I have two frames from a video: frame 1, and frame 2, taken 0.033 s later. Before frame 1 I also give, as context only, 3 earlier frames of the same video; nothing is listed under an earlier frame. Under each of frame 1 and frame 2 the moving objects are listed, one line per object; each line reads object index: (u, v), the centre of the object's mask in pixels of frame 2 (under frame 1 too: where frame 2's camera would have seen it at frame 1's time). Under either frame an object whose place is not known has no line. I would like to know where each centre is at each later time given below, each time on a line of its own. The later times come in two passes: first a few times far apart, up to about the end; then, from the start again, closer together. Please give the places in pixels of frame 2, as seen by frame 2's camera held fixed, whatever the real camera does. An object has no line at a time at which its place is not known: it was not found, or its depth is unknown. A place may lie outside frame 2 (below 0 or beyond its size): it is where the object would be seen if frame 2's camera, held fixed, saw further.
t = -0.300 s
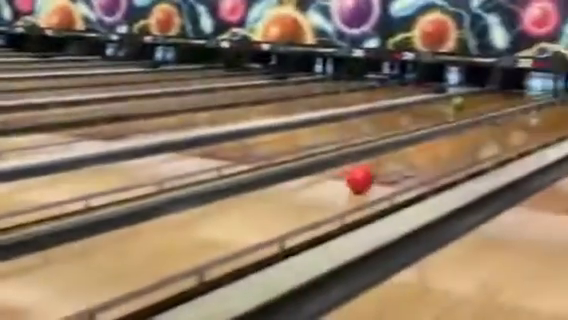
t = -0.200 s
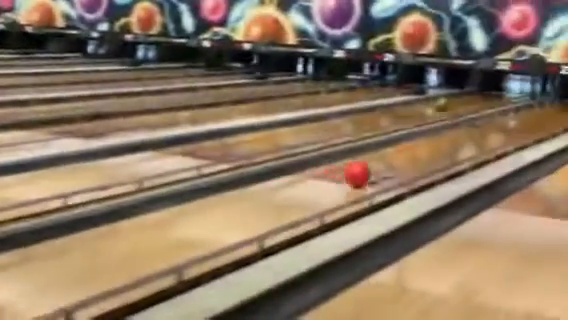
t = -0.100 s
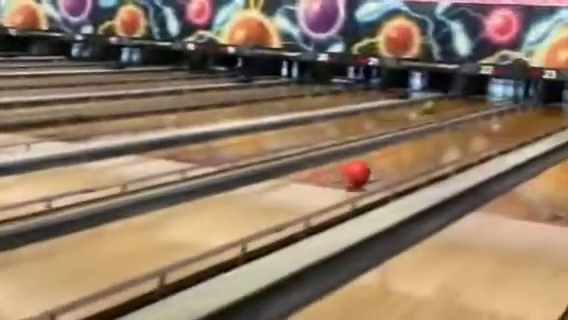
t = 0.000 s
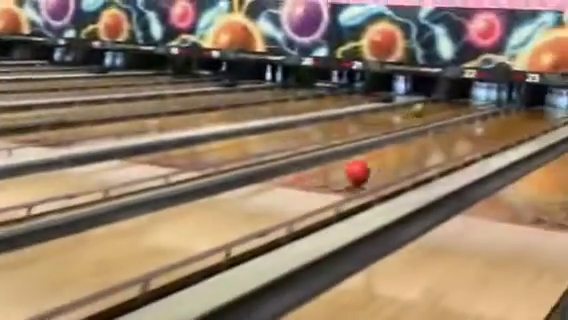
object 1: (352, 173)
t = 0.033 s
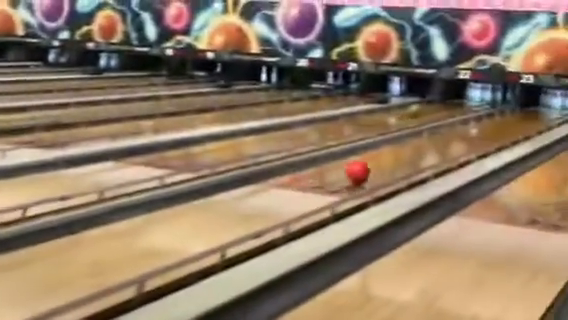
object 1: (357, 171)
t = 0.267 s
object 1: (388, 163)
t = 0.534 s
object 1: (417, 155)
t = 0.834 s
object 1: (446, 148)
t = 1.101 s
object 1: (467, 141)
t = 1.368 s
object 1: (484, 134)
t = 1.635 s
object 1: (501, 131)
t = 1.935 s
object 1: (519, 124)
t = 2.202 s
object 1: (535, 120)
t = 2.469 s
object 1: (544, 118)
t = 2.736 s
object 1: (551, 115)
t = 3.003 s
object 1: (560, 112)
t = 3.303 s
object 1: (566, 110)
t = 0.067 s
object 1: (361, 171)
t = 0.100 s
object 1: (366, 169)
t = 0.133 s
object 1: (370, 169)
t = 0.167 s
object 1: (375, 166)
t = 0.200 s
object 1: (379, 165)
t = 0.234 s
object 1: (383, 164)
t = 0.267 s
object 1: (388, 163)
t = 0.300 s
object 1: (392, 163)
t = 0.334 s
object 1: (395, 162)
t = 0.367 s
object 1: (400, 160)
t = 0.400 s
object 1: (403, 159)
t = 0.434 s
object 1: (407, 159)
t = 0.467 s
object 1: (410, 157)
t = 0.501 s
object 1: (414, 155)
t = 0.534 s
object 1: (417, 155)
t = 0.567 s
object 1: (420, 154)
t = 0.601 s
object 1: (424, 153)
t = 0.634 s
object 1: (426, 152)
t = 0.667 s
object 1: (430, 150)
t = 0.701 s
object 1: (434, 150)
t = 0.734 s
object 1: (437, 149)
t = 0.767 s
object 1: (440, 149)
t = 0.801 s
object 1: (442, 149)
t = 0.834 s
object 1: (446, 148)
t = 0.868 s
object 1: (450, 146)
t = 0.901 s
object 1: (452, 145)
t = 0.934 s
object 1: (453, 144)
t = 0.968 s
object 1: (456, 143)
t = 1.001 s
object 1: (460, 142)
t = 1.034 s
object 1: (462, 142)
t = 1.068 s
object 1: (464, 141)
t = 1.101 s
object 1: (467, 141)
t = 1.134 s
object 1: (469, 140)
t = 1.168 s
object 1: (472, 139)
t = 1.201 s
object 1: (474, 139)
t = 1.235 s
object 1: (477, 137)
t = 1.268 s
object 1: (478, 137)
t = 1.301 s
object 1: (479, 136)
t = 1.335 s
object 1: (480, 135)
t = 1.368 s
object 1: (484, 134)
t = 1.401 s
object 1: (489, 133)
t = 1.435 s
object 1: (491, 134)
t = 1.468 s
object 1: (493, 133)
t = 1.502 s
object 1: (494, 133)
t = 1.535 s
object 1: (495, 133)
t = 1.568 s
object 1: (496, 132)
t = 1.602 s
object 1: (498, 132)
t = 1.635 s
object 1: (501, 131)
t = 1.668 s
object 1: (505, 130)
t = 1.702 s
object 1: (506, 130)
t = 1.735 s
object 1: (507, 128)
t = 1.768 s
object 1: (507, 129)
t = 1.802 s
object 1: (512, 127)
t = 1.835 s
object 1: (514, 126)
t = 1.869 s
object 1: (514, 126)
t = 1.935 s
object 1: (519, 124)
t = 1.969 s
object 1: (519, 125)
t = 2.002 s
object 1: (521, 124)
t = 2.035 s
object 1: (521, 124)
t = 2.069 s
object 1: (527, 122)
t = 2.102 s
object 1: (528, 121)
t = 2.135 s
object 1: (532, 121)
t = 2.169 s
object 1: (531, 121)
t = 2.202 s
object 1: (535, 120)
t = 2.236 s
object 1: (535, 120)
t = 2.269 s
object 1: (535, 120)
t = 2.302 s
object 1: (537, 119)
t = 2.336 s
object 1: (538, 118)
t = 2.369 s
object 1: (539, 119)
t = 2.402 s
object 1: (544, 117)
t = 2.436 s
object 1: (543, 118)
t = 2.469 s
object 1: (544, 118)
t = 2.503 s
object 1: (546, 117)
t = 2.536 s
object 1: (548, 116)
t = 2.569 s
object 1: (548, 116)
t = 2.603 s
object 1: (548, 116)
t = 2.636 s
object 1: (548, 116)
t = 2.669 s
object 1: (550, 115)
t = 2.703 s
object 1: (550, 115)
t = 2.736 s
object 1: (551, 115)
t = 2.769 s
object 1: (552, 115)
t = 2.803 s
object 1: (553, 115)
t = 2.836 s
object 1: (556, 113)
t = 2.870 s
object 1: (556, 113)
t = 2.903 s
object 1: (557, 113)
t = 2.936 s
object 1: (558, 113)
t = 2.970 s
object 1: (558, 113)
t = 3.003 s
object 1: (560, 112)
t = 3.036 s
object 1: (561, 112)
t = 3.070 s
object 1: (563, 111)
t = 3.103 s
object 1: (564, 111)
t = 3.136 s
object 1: (564, 111)
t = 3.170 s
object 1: (564, 111)
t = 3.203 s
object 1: (564, 110)
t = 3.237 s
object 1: (564, 110)
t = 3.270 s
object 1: (565, 110)
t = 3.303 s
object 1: (566, 110)
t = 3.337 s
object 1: (566, 110)
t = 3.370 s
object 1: (567, 110)
